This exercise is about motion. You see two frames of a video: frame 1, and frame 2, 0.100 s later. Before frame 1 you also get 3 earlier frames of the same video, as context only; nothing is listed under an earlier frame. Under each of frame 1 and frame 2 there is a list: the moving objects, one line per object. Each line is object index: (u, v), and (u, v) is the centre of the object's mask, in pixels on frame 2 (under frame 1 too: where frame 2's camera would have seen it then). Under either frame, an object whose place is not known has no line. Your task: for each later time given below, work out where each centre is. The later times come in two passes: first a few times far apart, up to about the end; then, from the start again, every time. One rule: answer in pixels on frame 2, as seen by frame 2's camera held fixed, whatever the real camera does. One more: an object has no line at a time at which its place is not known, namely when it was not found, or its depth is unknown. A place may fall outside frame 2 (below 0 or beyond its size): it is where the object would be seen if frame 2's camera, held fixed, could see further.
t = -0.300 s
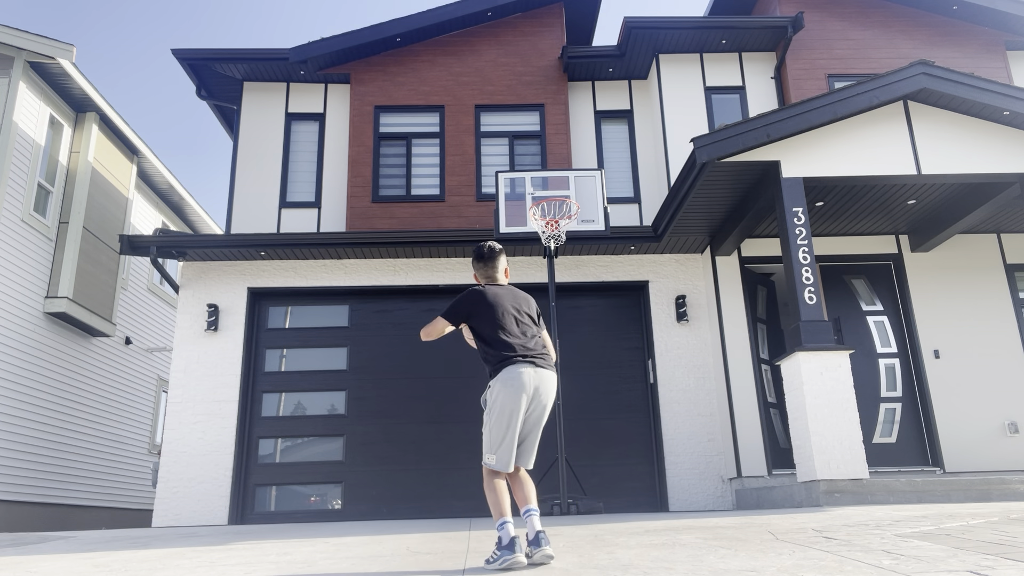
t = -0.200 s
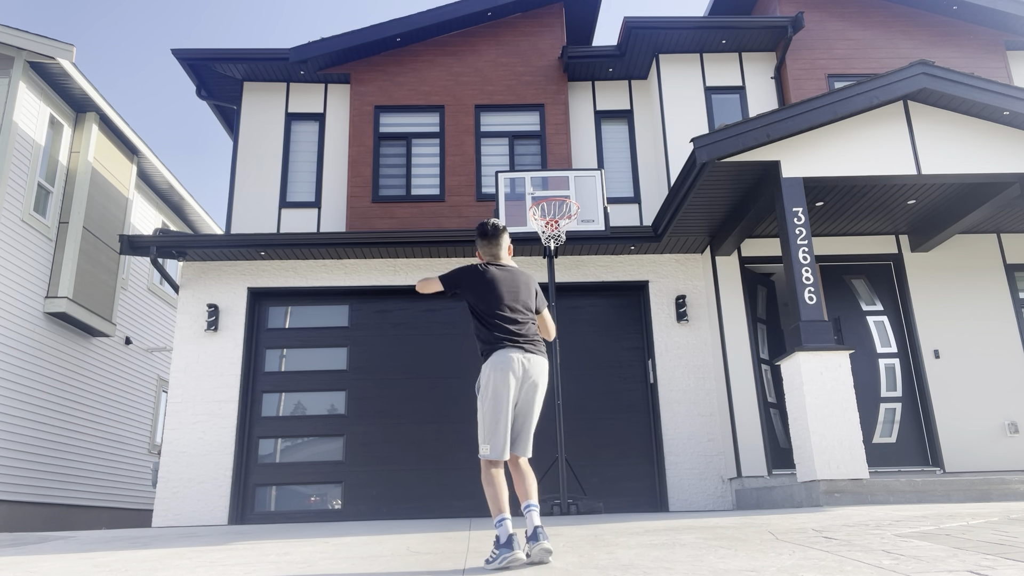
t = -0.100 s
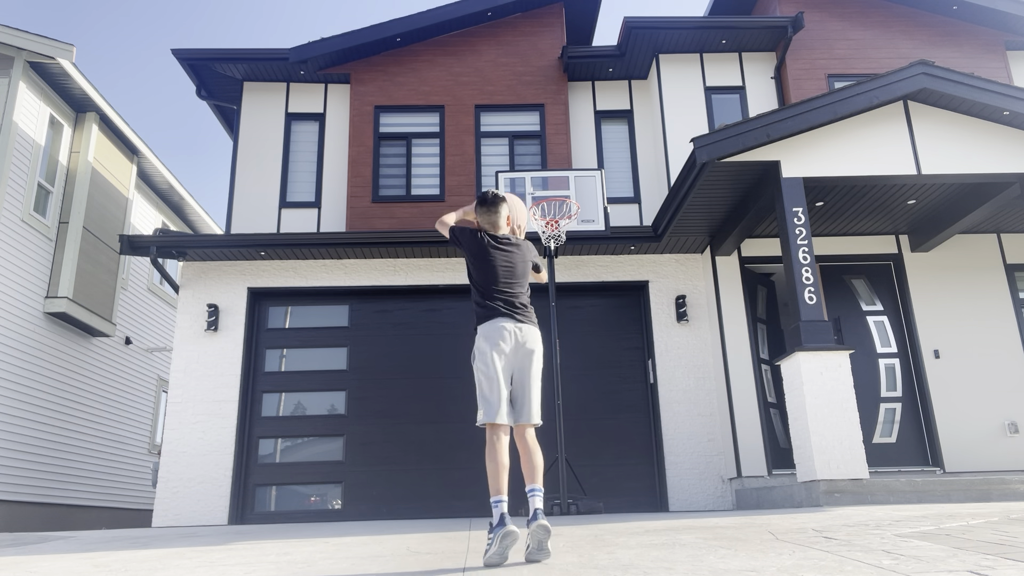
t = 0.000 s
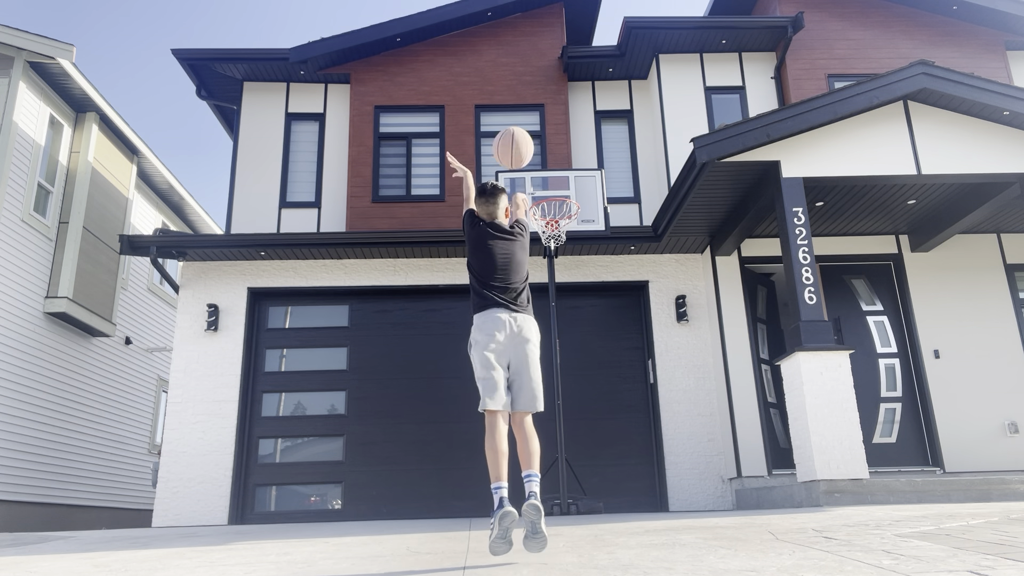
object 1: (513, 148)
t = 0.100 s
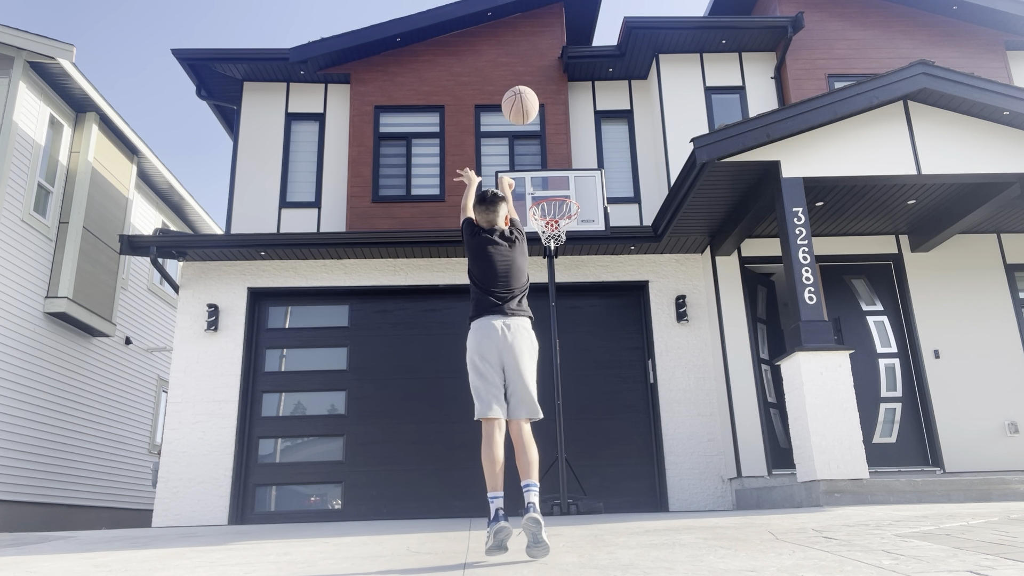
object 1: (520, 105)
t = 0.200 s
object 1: (527, 82)
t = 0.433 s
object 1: (541, 78)
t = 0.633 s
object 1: (552, 118)
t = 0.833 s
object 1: (562, 186)
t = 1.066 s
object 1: (545, 227)
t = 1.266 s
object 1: (571, 238)
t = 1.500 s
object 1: (603, 294)
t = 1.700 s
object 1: (635, 390)
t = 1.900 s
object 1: (663, 474)
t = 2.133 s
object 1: (667, 362)
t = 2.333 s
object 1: (674, 319)
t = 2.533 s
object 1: (685, 319)
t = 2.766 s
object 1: (702, 370)
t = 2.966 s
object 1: (722, 461)
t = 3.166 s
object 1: (726, 434)
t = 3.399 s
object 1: (726, 377)
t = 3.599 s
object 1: (731, 375)
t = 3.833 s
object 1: (743, 425)
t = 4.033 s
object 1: (754, 483)
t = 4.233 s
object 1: (745, 422)
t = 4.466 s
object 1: (741, 407)
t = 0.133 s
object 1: (522, 95)
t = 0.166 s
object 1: (525, 88)
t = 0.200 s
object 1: (527, 82)
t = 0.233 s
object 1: (529, 77)
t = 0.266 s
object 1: (531, 74)
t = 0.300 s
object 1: (533, 73)
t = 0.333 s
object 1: (535, 72)
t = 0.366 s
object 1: (537, 73)
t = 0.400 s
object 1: (539, 75)
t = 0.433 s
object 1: (541, 78)
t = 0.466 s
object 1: (543, 82)
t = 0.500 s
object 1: (545, 88)
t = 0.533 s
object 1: (547, 94)
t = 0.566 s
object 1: (548, 101)
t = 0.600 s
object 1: (550, 109)
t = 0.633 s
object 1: (552, 118)
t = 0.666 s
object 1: (553, 127)
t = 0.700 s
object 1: (555, 137)
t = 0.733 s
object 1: (557, 149)
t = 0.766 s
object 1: (559, 160)
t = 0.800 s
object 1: (560, 173)
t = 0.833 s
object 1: (562, 186)
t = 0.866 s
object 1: (565, 194)
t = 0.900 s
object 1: (563, 211)
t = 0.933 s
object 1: (553, 214)
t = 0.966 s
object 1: (545, 219)
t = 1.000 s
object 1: (544, 221)
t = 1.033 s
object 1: (544, 225)
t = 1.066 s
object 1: (545, 227)
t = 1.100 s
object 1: (547, 228)
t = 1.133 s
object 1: (552, 229)
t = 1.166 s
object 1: (557, 229)
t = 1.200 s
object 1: (562, 234)
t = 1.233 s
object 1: (566, 234)
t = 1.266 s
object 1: (571, 238)
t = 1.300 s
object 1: (575, 243)
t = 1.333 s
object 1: (579, 248)
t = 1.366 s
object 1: (584, 255)
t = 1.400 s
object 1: (588, 263)
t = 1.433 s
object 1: (593, 273)
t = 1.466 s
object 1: (598, 283)
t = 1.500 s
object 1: (603, 294)
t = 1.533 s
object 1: (608, 307)
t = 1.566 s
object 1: (613, 321)
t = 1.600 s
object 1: (618, 336)
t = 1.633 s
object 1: (624, 353)
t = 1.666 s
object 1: (629, 371)
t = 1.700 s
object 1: (635, 390)
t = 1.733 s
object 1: (640, 410)
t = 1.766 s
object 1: (646, 432)
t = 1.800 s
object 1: (652, 456)
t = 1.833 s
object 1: (658, 481)
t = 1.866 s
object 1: (663, 497)
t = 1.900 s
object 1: (663, 474)
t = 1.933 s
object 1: (663, 453)
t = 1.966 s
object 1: (663, 434)
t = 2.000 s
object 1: (664, 417)
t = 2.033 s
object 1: (664, 401)
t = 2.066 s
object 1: (665, 386)
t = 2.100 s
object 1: (666, 374)
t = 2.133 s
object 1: (667, 362)
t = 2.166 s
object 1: (668, 352)
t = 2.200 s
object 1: (669, 343)
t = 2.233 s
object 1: (670, 335)
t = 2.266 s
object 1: (671, 329)
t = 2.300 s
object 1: (673, 323)
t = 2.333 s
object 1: (674, 319)
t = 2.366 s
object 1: (676, 316)
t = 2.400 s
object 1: (677, 314)
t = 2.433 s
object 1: (679, 314)
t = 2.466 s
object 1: (681, 314)
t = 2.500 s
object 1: (683, 316)
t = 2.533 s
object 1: (685, 319)
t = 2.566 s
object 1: (687, 323)
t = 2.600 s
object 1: (689, 328)
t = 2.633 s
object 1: (691, 334)
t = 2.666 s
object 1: (694, 341)
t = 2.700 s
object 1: (696, 350)
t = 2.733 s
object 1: (699, 359)
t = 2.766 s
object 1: (702, 370)
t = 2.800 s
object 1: (705, 382)
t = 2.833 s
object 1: (708, 395)
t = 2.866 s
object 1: (711, 409)
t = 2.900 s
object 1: (714, 425)
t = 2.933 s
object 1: (718, 442)
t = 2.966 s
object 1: (722, 461)
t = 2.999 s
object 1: (726, 480)
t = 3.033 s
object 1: (729, 496)
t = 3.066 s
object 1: (728, 478)
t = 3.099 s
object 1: (727, 462)
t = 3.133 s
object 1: (726, 447)
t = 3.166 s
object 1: (726, 434)
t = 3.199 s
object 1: (725, 422)
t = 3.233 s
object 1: (725, 411)
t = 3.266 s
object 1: (725, 402)
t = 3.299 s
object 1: (725, 394)
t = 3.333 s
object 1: (725, 387)
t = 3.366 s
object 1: (725, 382)
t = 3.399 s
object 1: (726, 377)
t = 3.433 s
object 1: (726, 374)
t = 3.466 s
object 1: (727, 372)
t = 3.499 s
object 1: (728, 371)
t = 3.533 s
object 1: (729, 371)
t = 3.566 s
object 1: (730, 373)
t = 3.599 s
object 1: (731, 375)
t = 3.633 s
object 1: (732, 379)
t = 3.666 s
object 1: (733, 384)
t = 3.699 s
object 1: (735, 390)
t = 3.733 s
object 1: (737, 397)
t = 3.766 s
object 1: (739, 405)
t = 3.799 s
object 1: (741, 415)
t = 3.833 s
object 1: (743, 425)
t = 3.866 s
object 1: (745, 437)
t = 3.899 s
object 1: (748, 450)
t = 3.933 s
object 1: (750, 465)
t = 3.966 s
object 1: (753, 480)
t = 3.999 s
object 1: (756, 496)
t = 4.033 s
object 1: (754, 483)
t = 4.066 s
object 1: (752, 469)
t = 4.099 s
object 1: (750, 457)
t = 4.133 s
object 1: (748, 446)
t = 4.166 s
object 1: (747, 437)
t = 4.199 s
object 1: (746, 429)
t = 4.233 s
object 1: (745, 422)
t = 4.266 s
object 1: (744, 416)
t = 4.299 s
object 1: (743, 412)
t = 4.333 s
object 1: (742, 409)
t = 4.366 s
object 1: (742, 406)
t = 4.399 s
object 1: (741, 406)
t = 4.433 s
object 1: (741, 406)
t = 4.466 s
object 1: (741, 407)
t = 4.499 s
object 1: (741, 410)
